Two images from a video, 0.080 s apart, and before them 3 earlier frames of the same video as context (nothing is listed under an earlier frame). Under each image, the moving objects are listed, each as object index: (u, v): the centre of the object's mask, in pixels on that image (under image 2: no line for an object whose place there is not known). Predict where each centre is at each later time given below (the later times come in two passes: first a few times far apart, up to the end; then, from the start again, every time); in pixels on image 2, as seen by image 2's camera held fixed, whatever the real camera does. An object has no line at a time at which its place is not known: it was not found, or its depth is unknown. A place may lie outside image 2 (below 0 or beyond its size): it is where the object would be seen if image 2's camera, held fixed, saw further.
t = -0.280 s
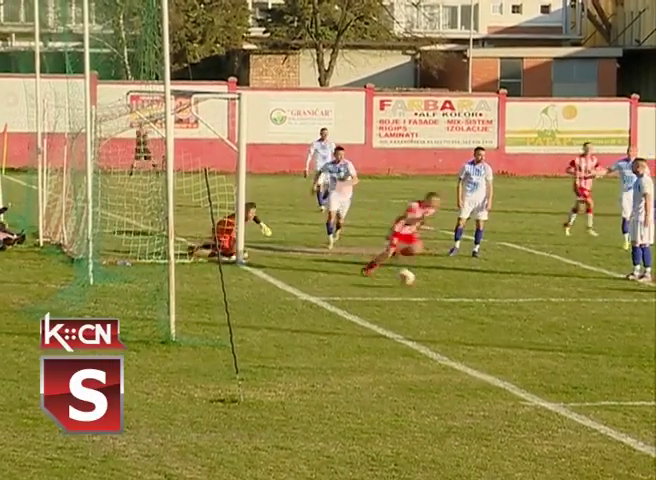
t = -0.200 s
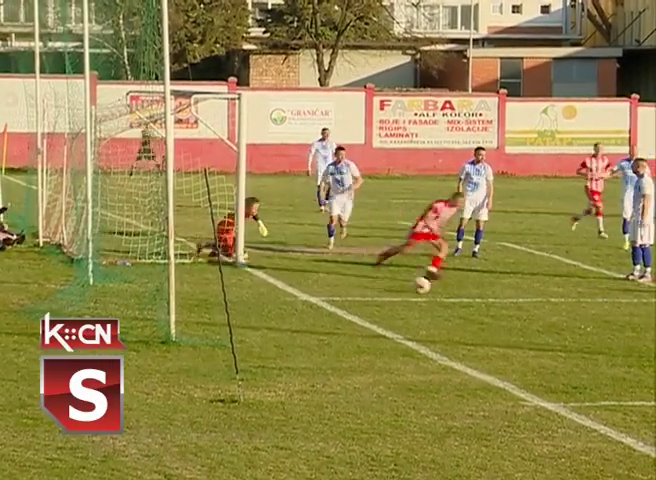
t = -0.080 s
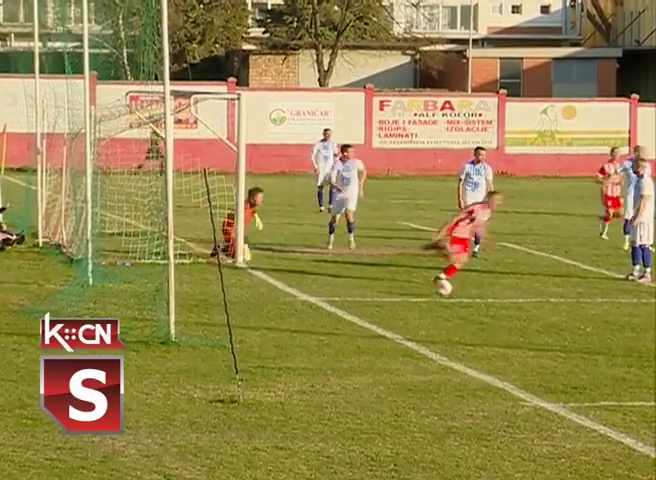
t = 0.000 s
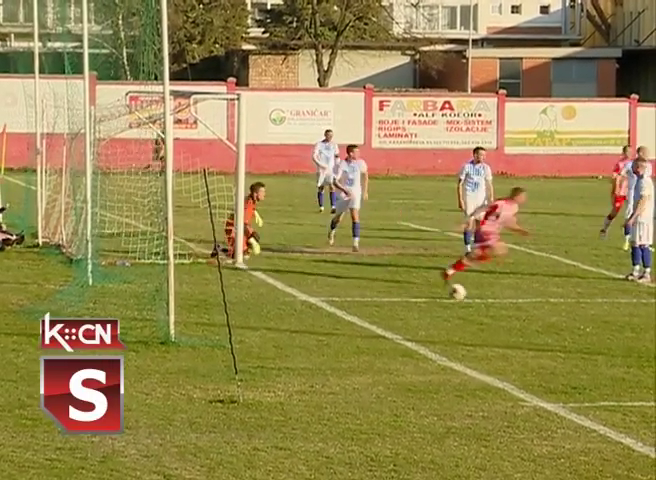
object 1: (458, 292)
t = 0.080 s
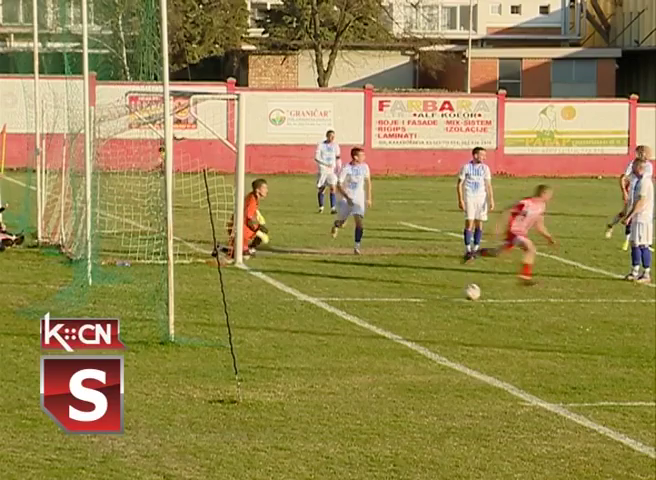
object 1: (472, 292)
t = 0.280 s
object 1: (507, 298)
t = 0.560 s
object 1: (556, 309)
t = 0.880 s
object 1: (615, 322)
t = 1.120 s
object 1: (654, 328)
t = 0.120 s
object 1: (478, 294)
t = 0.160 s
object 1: (487, 297)
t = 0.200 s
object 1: (494, 298)
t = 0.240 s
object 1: (500, 297)
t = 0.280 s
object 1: (507, 298)
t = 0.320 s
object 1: (515, 299)
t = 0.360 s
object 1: (521, 301)
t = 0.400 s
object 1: (528, 306)
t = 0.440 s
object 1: (536, 306)
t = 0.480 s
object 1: (543, 306)
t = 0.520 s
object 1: (550, 307)
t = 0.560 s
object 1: (556, 309)
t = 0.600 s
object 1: (564, 312)
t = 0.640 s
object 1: (571, 314)
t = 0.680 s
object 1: (578, 314)
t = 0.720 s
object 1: (585, 314)
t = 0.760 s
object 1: (594, 317)
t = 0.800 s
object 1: (599, 319)
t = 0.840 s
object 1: (608, 322)
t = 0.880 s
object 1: (615, 322)
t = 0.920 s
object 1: (623, 325)
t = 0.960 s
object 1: (630, 325)
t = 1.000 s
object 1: (637, 326)
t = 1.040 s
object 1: (644, 328)
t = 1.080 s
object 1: (651, 329)
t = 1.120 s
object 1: (654, 328)
